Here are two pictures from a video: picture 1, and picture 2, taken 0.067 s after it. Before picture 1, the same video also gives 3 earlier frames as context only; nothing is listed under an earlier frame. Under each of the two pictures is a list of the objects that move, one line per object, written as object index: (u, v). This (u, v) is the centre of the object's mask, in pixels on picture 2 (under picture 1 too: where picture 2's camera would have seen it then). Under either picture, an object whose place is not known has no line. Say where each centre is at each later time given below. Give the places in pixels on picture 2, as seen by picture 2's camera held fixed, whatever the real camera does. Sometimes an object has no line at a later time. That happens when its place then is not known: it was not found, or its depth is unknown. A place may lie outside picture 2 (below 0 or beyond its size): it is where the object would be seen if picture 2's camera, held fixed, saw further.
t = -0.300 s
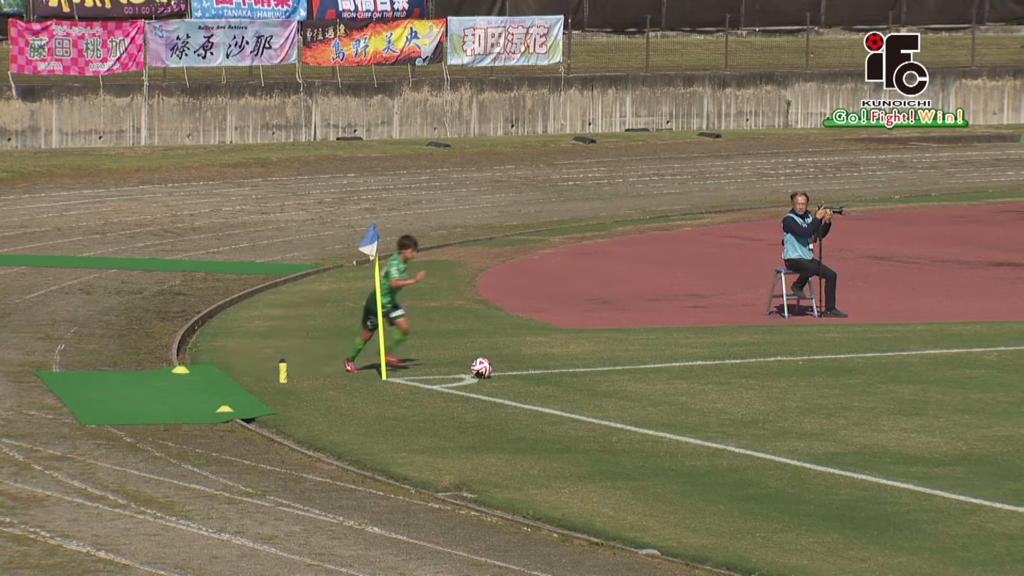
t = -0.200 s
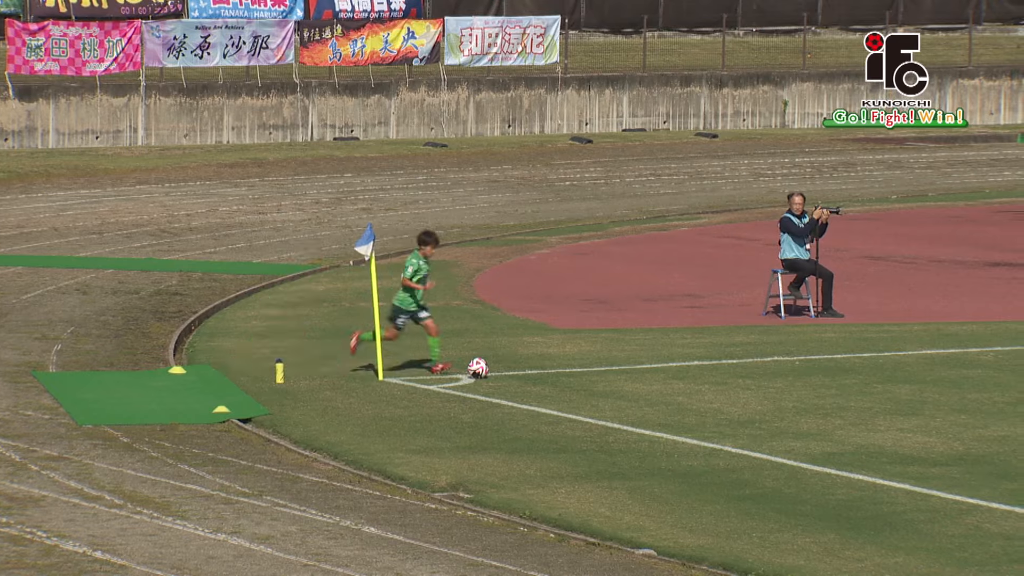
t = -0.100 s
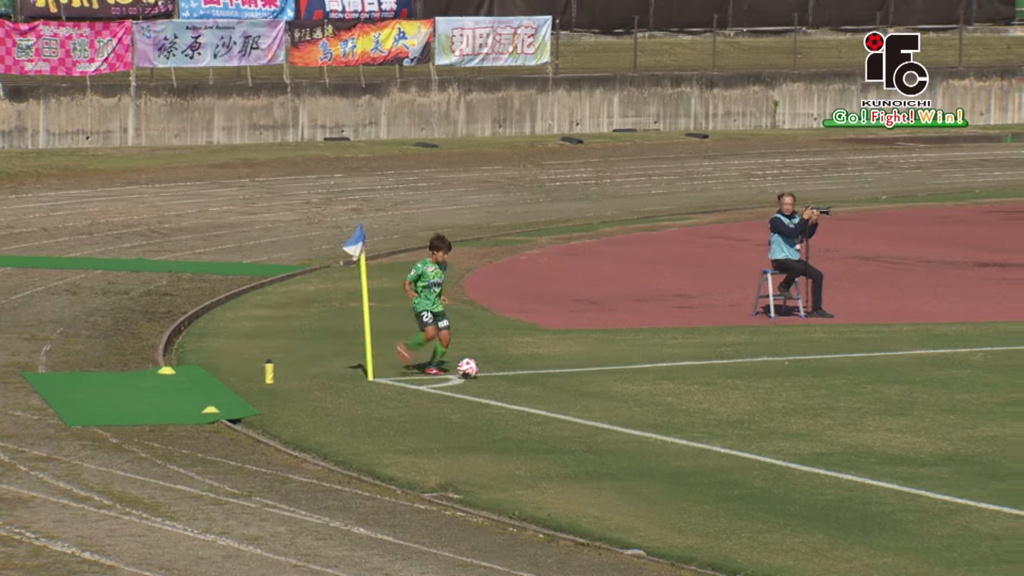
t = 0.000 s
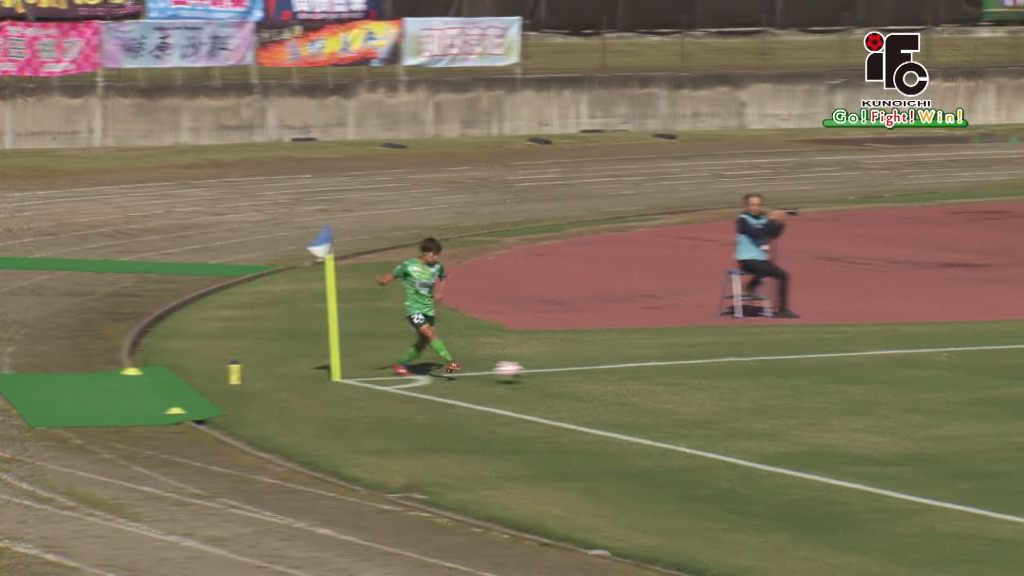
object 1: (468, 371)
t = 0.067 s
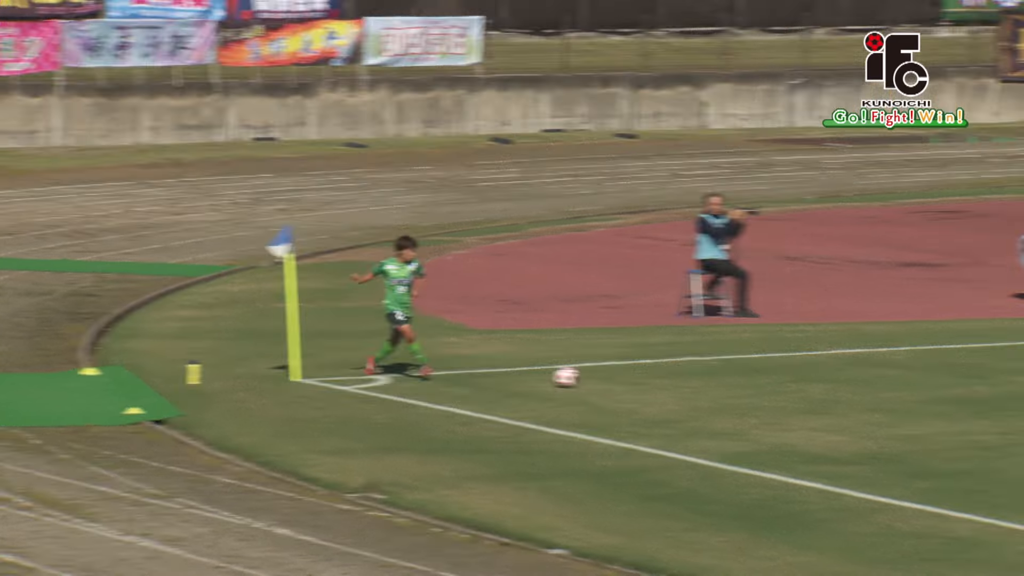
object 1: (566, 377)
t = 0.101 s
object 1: (613, 380)
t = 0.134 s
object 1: (660, 382)
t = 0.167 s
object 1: (705, 385)
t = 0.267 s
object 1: (842, 393)
